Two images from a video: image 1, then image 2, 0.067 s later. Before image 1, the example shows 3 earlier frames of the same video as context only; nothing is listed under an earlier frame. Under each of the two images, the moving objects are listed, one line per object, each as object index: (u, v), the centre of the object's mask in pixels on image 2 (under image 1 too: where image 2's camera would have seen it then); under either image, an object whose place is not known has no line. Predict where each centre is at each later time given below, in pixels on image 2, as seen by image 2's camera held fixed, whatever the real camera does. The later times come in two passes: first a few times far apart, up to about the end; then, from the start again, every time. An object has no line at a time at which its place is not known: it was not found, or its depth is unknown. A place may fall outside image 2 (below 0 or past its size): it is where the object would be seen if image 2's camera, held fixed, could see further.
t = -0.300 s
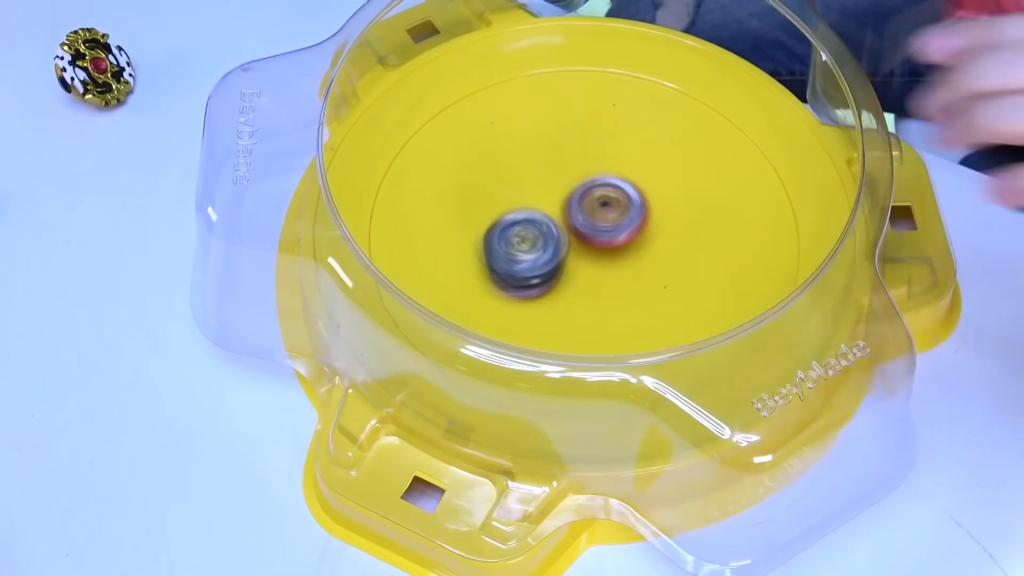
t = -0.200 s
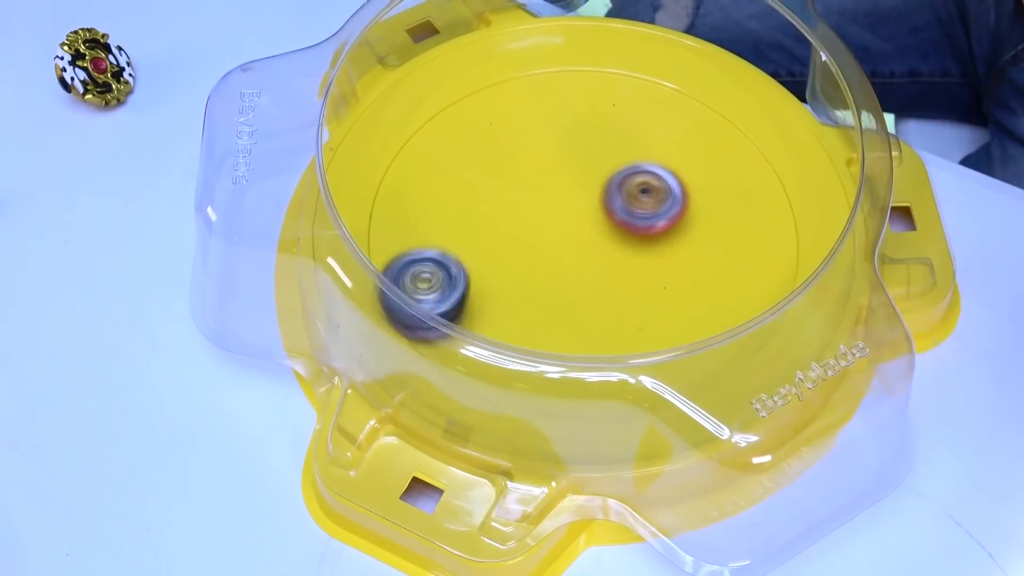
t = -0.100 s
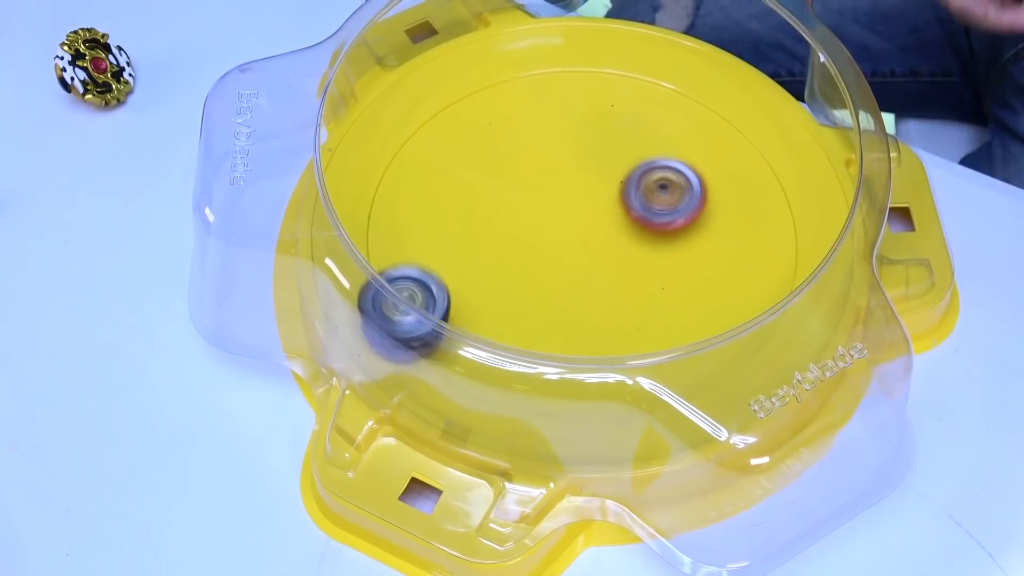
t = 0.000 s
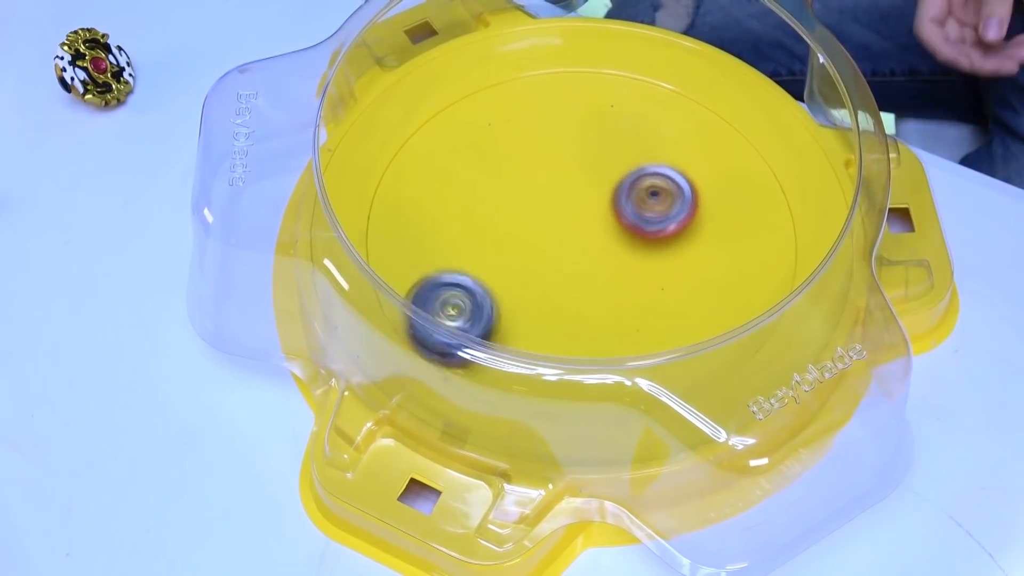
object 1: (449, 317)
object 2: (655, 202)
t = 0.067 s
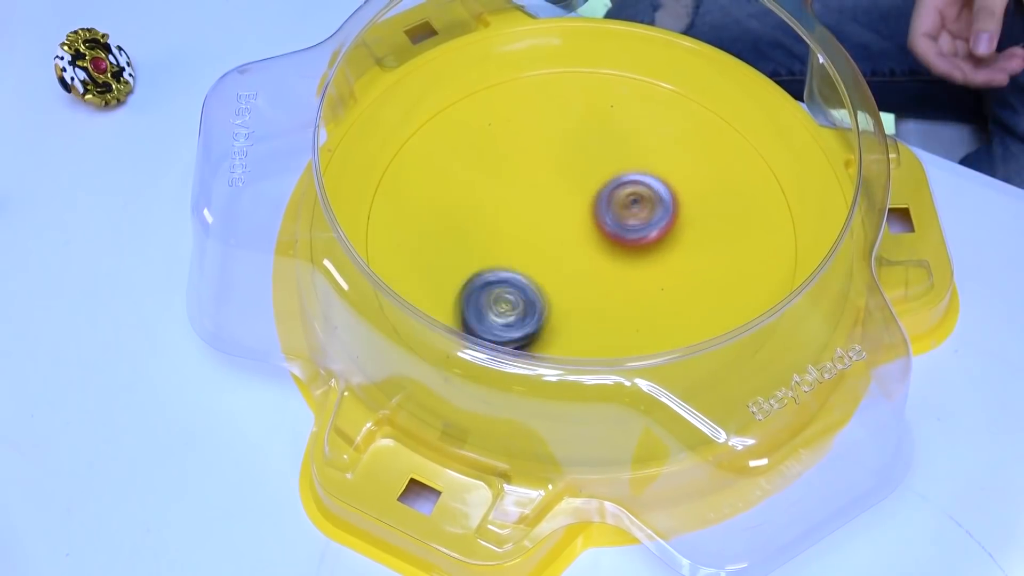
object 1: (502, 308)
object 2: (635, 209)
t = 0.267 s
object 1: (563, 356)
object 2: (641, 121)
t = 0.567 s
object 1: (597, 309)
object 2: (585, 137)
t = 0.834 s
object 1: (663, 253)
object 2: (440, 240)
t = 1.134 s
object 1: (637, 210)
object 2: (554, 305)
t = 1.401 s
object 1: (588, 172)
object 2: (652, 279)
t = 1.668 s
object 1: (549, 164)
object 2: (621, 236)
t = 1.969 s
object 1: (449, 52)
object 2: (650, 332)
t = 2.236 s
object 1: (490, 169)
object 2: (618, 283)
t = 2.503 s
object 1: (485, 155)
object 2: (700, 344)
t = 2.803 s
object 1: (545, 182)
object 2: (625, 261)
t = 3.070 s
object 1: (572, 141)
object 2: (542, 252)
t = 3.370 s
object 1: (601, 186)
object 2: (497, 213)
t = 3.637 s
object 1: (623, 240)
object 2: (537, 195)
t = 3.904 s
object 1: (614, 288)
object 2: (608, 187)
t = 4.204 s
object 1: (571, 306)
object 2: (652, 209)
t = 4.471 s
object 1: (535, 280)
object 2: (634, 255)
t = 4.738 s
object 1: (415, 183)
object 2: (684, 300)
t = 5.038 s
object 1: (566, 183)
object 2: (631, 295)
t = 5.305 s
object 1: (591, 149)
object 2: (613, 304)
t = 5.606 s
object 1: (646, 159)
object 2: (513, 276)
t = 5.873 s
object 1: (656, 188)
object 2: (500, 254)
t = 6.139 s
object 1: (683, 278)
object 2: (515, 189)
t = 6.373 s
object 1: (688, 307)
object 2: (517, 162)
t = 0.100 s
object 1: (528, 306)
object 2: (623, 212)
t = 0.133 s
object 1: (553, 296)
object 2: (610, 216)
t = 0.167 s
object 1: (572, 292)
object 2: (602, 214)
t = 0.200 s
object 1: (567, 316)
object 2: (617, 181)
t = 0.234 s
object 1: (564, 328)
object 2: (629, 149)
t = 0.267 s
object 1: (563, 356)
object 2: (641, 121)
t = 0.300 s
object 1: (563, 369)
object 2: (649, 96)
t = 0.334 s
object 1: (566, 365)
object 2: (654, 77)
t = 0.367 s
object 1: (569, 366)
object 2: (655, 65)
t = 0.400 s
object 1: (573, 358)
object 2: (648, 68)
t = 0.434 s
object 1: (578, 352)
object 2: (637, 78)
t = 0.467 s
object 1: (581, 347)
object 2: (631, 84)
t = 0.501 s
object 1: (586, 328)
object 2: (617, 99)
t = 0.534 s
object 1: (592, 320)
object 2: (601, 117)
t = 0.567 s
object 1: (597, 309)
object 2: (585, 137)
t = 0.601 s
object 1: (601, 294)
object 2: (568, 160)
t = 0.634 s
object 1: (604, 280)
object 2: (553, 184)
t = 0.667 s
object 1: (606, 267)
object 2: (539, 207)
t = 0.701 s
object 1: (619, 264)
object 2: (515, 217)
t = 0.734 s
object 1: (635, 264)
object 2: (488, 221)
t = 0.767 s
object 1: (649, 261)
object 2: (468, 226)
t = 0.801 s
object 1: (657, 258)
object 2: (450, 233)
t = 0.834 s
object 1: (663, 253)
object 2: (440, 240)
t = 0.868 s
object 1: (666, 247)
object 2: (435, 248)
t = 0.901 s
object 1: (667, 241)
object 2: (435, 257)
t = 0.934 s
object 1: (666, 234)
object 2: (443, 268)
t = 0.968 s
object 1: (663, 228)
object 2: (454, 279)
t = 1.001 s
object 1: (659, 223)
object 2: (470, 288)
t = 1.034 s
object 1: (654, 219)
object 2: (489, 296)
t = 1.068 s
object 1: (648, 215)
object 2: (511, 302)
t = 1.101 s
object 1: (643, 212)
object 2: (534, 305)
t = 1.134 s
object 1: (637, 210)
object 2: (554, 305)
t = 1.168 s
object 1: (631, 208)
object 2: (573, 303)
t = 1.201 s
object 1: (626, 207)
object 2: (592, 299)
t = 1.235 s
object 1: (620, 207)
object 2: (608, 292)
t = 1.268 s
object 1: (615, 205)
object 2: (622, 283)
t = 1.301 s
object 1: (609, 204)
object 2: (631, 275)
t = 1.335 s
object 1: (602, 193)
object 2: (639, 277)
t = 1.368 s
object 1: (595, 181)
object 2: (646, 279)
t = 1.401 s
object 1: (588, 172)
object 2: (652, 279)
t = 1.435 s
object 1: (580, 165)
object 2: (655, 276)
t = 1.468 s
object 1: (573, 160)
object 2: (657, 272)
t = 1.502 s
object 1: (566, 158)
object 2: (657, 268)
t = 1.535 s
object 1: (561, 157)
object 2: (653, 262)
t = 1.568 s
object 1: (556, 158)
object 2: (648, 256)
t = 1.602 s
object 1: (553, 159)
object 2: (640, 250)
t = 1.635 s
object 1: (550, 161)
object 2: (630, 243)
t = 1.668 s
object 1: (549, 164)
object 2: (621, 236)
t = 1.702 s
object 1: (548, 168)
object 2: (611, 229)
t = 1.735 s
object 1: (543, 160)
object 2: (607, 231)
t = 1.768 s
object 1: (523, 134)
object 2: (620, 259)
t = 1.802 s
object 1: (506, 108)
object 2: (630, 282)
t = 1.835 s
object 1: (491, 85)
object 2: (639, 302)
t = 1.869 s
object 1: (477, 69)
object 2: (644, 318)
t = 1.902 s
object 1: (466, 59)
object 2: (647, 325)
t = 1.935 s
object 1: (456, 52)
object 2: (648, 330)
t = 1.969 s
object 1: (449, 52)
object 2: (650, 332)
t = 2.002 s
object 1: (445, 57)
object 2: (651, 332)
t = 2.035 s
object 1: (445, 66)
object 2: (651, 331)
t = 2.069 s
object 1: (446, 76)
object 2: (650, 330)
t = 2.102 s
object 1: (449, 88)
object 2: (648, 326)
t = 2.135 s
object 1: (455, 107)
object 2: (643, 319)
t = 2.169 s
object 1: (463, 126)
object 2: (636, 308)
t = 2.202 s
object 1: (475, 147)
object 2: (628, 296)
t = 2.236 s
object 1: (490, 169)
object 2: (618, 283)
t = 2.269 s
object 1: (506, 192)
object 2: (607, 270)
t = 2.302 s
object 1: (522, 213)
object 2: (598, 261)
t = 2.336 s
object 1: (509, 196)
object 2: (621, 283)
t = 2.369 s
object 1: (497, 180)
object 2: (644, 303)
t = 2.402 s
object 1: (490, 168)
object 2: (664, 318)
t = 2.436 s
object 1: (486, 160)
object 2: (677, 324)
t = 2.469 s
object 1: (485, 156)
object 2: (692, 339)
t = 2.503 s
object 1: (485, 155)
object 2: (700, 344)
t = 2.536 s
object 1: (488, 156)
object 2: (702, 343)
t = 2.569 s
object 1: (492, 157)
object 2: (702, 340)
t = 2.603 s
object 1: (497, 160)
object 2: (698, 331)
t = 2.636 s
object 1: (503, 163)
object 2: (688, 320)
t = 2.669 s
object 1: (510, 166)
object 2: (680, 314)
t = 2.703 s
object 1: (518, 170)
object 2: (669, 304)
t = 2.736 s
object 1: (527, 174)
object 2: (655, 290)
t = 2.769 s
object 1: (536, 178)
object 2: (641, 276)
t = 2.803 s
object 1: (545, 182)
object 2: (625, 261)
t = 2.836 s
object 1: (554, 186)
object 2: (609, 247)
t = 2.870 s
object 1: (557, 177)
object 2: (600, 248)
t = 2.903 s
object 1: (560, 163)
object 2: (592, 252)
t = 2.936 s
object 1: (562, 152)
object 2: (583, 255)
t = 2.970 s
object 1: (565, 145)
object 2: (573, 256)
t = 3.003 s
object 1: (567, 141)
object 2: (562, 256)
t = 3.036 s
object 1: (569, 140)
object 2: (551, 255)
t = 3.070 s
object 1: (572, 141)
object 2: (542, 252)
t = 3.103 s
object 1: (574, 143)
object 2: (534, 249)
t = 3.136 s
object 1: (577, 145)
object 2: (526, 245)
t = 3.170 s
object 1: (580, 149)
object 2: (519, 240)
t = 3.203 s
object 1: (584, 154)
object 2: (513, 235)
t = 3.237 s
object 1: (587, 160)
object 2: (507, 231)
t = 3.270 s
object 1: (590, 166)
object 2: (503, 226)
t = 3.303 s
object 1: (594, 173)
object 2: (499, 222)
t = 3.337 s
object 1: (598, 179)
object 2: (498, 218)
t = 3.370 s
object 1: (601, 186)
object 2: (497, 213)
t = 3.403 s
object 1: (605, 192)
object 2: (498, 210)
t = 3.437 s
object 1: (608, 199)
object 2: (500, 206)
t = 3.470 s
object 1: (612, 206)
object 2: (503, 203)
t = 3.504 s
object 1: (615, 212)
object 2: (507, 200)
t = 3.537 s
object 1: (618, 219)
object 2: (514, 198)
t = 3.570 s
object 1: (620, 226)
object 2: (520, 196)
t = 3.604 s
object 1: (622, 233)
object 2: (528, 195)
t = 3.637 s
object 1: (623, 240)
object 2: (537, 195)
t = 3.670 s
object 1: (624, 247)
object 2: (546, 194)
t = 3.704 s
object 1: (624, 254)
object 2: (554, 192)
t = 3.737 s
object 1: (624, 260)
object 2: (563, 191)
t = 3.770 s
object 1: (623, 266)
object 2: (573, 190)
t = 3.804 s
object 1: (621, 272)
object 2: (582, 190)
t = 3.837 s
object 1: (620, 278)
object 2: (591, 189)
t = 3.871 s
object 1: (617, 284)
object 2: (600, 188)
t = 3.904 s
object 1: (614, 288)
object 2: (608, 187)
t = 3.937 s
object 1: (611, 293)
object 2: (616, 187)
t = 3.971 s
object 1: (607, 297)
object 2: (623, 187)
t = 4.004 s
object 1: (602, 300)
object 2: (630, 189)
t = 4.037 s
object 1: (597, 303)
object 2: (636, 191)
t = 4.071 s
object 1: (592, 305)
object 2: (642, 193)
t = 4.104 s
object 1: (587, 306)
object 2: (647, 196)
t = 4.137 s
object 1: (582, 307)
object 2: (650, 200)
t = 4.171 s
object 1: (577, 307)
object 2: (652, 204)
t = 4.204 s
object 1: (571, 306)
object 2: (652, 209)
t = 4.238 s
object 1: (566, 305)
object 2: (653, 214)
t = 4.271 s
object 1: (561, 302)
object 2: (653, 219)
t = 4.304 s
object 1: (557, 300)
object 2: (651, 225)
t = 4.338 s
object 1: (552, 297)
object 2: (649, 230)
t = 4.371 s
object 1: (547, 294)
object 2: (645, 236)
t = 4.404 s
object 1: (543, 290)
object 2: (641, 243)
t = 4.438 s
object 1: (539, 285)
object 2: (638, 249)
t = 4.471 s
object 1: (535, 280)
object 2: (634, 255)
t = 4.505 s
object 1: (532, 275)
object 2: (629, 260)
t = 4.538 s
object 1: (521, 266)
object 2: (629, 268)
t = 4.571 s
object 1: (494, 250)
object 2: (650, 280)
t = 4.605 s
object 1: (470, 233)
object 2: (664, 288)
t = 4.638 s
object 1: (449, 218)
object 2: (676, 295)
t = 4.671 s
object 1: (433, 203)
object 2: (682, 299)
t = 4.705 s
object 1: (421, 192)
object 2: (684, 301)
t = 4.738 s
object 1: (415, 183)
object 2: (684, 300)
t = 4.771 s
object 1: (415, 178)
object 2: (679, 297)
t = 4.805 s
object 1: (429, 176)
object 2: (673, 294)
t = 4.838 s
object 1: (448, 183)
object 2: (666, 289)
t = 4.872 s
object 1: (471, 190)
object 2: (656, 283)
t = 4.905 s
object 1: (498, 199)
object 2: (644, 276)
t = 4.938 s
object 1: (525, 206)
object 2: (631, 270)
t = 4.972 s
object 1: (552, 213)
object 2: (619, 264)
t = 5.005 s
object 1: (560, 197)
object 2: (624, 280)
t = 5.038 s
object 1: (566, 183)
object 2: (631, 295)
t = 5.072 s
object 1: (572, 169)
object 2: (635, 307)
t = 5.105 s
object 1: (576, 160)
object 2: (635, 315)
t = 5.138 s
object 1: (580, 154)
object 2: (635, 319)
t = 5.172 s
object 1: (583, 149)
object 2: (631, 320)
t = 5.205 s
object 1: (585, 147)
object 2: (627, 320)
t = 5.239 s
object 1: (587, 146)
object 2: (623, 316)
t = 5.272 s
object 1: (589, 147)
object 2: (617, 311)
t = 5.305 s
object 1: (591, 149)
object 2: (613, 304)
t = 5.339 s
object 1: (592, 153)
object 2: (608, 295)
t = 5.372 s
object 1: (595, 158)
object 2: (603, 288)
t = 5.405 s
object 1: (597, 164)
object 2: (597, 279)
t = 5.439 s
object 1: (599, 171)
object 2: (589, 271)
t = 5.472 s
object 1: (601, 178)
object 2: (583, 263)
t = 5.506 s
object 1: (604, 185)
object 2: (574, 255)
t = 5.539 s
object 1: (621, 174)
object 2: (552, 265)
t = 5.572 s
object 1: (634, 165)
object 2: (531, 272)
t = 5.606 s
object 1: (646, 159)
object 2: (513, 276)
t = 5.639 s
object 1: (653, 155)
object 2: (499, 278)
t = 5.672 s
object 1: (657, 156)
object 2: (491, 278)
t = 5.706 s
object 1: (659, 158)
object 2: (486, 276)
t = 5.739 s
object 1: (660, 162)
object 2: (486, 273)
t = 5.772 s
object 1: (661, 167)
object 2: (487, 270)
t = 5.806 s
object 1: (660, 173)
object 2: (491, 266)
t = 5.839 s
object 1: (658, 180)
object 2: (494, 259)
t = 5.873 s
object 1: (656, 188)
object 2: (500, 254)
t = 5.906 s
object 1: (653, 197)
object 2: (506, 247)
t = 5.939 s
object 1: (651, 205)
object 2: (514, 242)
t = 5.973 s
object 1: (648, 213)
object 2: (521, 235)
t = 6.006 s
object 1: (644, 220)
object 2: (531, 231)
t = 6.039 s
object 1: (639, 227)
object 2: (539, 227)
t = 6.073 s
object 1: (641, 239)
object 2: (543, 218)
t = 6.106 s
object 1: (663, 255)
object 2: (529, 203)
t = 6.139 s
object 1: (683, 278)
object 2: (515, 189)
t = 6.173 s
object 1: (697, 294)
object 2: (508, 176)
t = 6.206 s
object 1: (708, 302)
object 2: (500, 166)
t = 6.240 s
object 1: (720, 314)
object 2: (499, 161)
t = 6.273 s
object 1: (723, 319)
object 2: (500, 158)
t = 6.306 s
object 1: (722, 327)
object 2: (504, 156)
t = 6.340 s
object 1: (704, 309)
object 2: (510, 157)
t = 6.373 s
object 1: (688, 307)
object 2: (517, 162)
